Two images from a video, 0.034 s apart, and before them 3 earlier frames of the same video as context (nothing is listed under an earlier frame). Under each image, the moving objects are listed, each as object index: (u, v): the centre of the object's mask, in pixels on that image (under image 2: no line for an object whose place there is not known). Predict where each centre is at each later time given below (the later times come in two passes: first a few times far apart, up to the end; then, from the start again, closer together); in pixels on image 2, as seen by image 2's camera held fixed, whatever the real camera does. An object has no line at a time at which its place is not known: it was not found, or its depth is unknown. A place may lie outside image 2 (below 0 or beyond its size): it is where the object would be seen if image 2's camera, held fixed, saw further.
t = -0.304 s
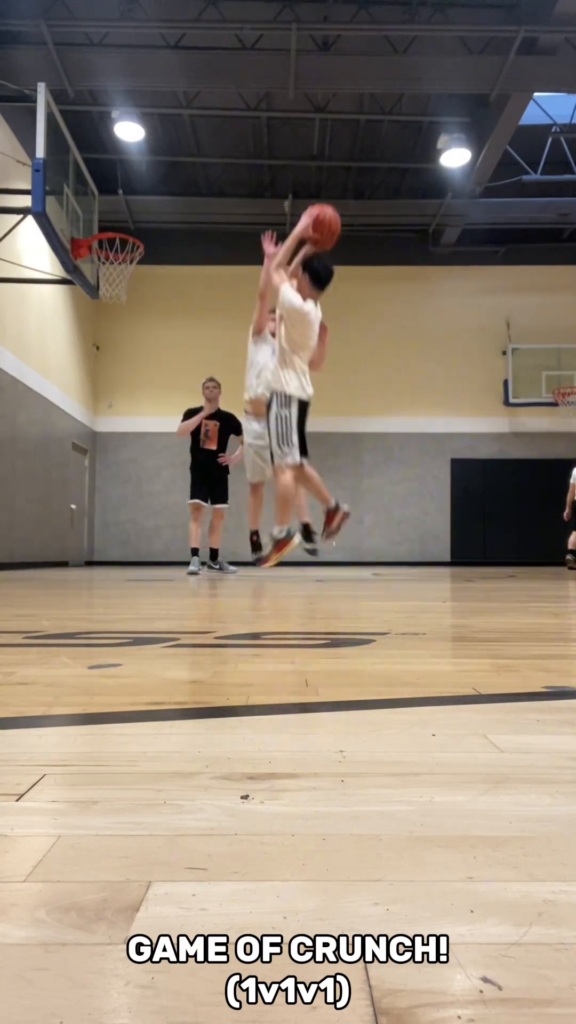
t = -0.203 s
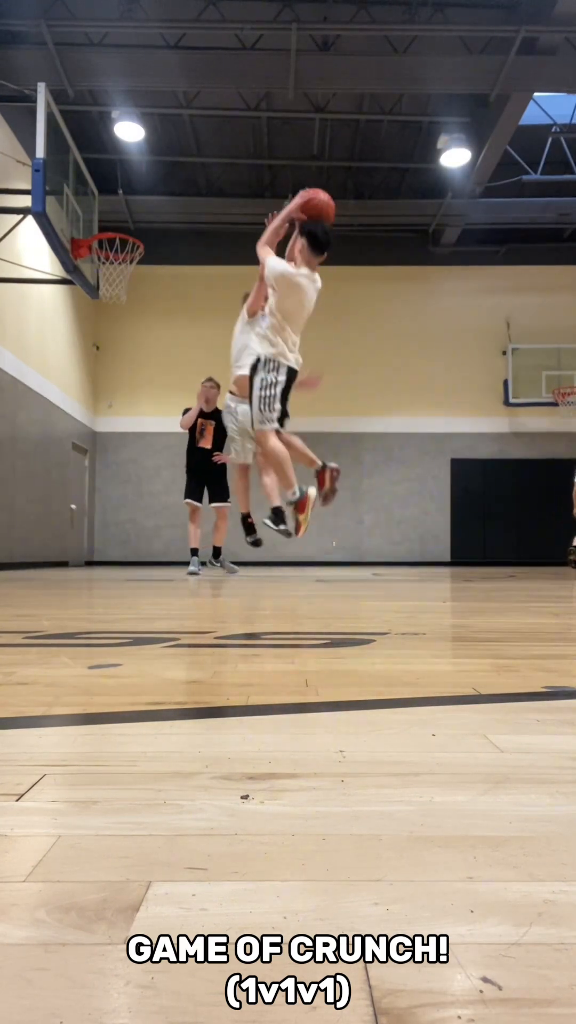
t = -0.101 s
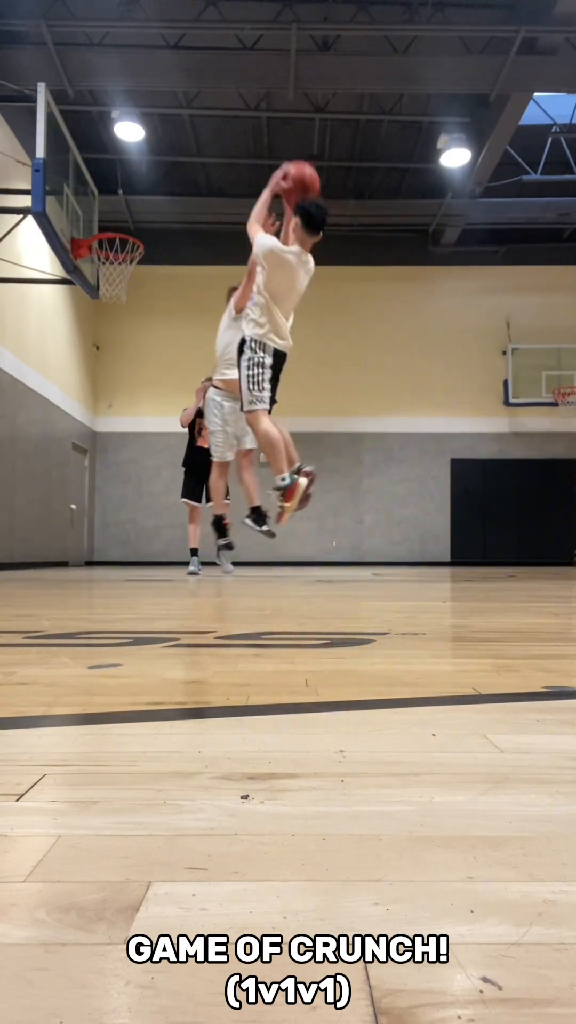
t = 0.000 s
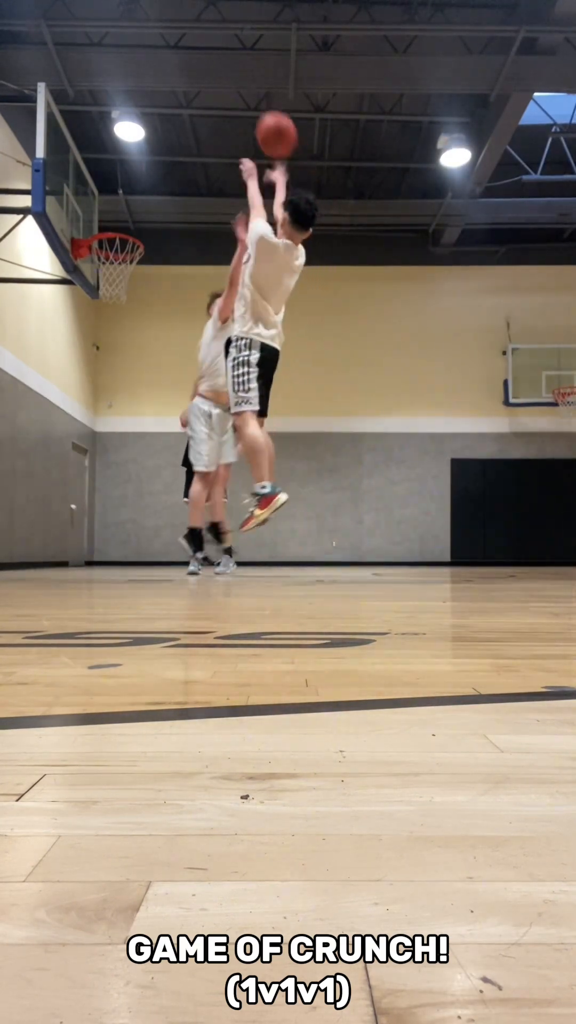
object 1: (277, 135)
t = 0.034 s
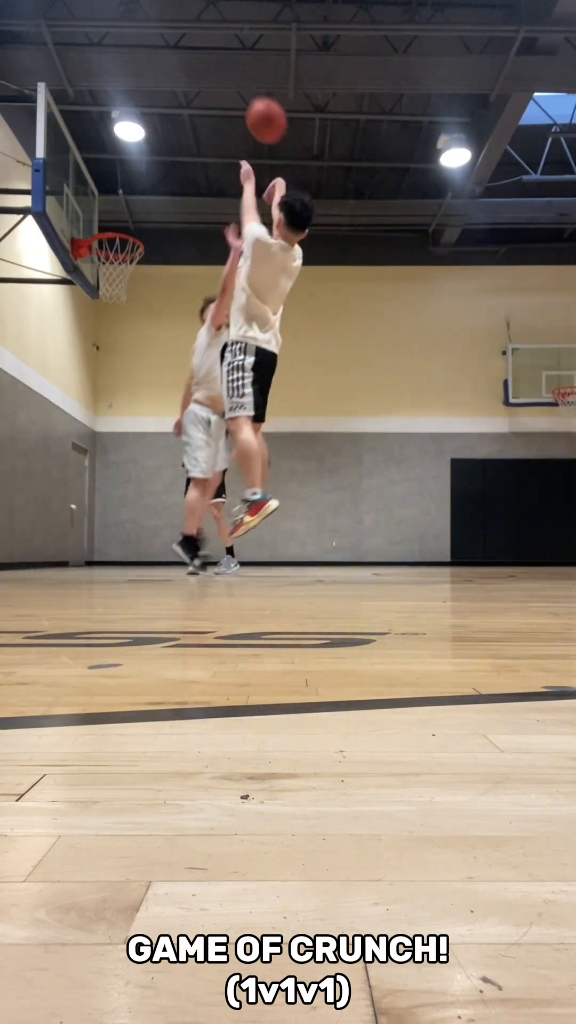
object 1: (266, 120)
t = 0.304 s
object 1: (198, 78)
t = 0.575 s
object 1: (148, 127)
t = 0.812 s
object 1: (111, 220)
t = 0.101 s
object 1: (247, 98)
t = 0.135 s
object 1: (238, 90)
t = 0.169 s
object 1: (229, 84)
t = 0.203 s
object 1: (221, 80)
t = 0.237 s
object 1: (213, 78)
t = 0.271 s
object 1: (206, 77)
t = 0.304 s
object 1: (198, 78)
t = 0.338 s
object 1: (191, 80)
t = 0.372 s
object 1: (184, 83)
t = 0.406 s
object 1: (178, 87)
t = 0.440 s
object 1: (171, 93)
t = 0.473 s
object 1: (165, 101)
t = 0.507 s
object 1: (159, 109)
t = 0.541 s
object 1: (153, 117)
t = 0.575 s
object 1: (148, 127)
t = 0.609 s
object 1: (142, 139)
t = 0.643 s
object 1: (135, 153)
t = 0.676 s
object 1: (130, 166)
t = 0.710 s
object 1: (125, 176)
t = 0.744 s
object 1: (119, 190)
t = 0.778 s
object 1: (115, 206)
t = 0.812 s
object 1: (111, 220)
